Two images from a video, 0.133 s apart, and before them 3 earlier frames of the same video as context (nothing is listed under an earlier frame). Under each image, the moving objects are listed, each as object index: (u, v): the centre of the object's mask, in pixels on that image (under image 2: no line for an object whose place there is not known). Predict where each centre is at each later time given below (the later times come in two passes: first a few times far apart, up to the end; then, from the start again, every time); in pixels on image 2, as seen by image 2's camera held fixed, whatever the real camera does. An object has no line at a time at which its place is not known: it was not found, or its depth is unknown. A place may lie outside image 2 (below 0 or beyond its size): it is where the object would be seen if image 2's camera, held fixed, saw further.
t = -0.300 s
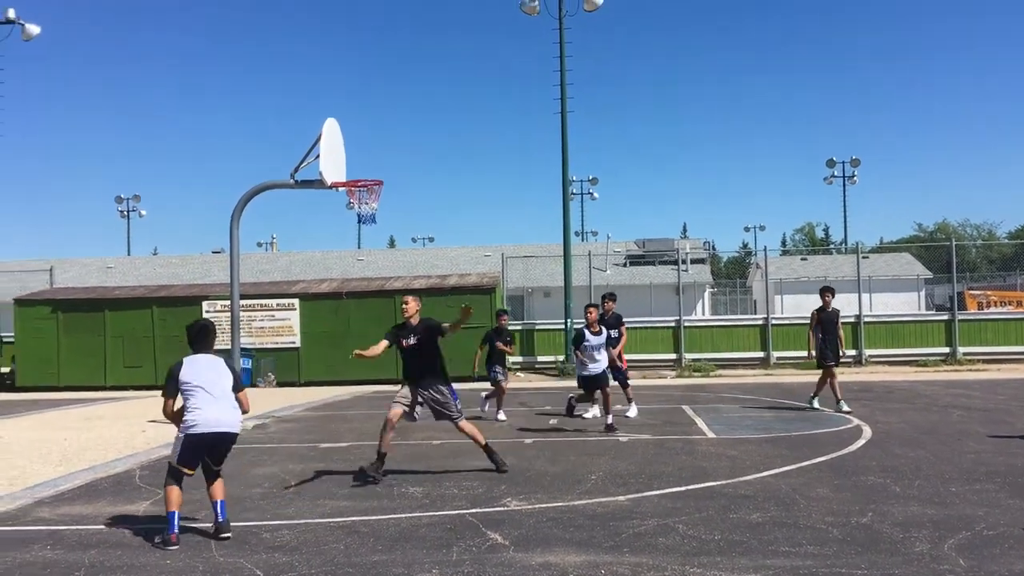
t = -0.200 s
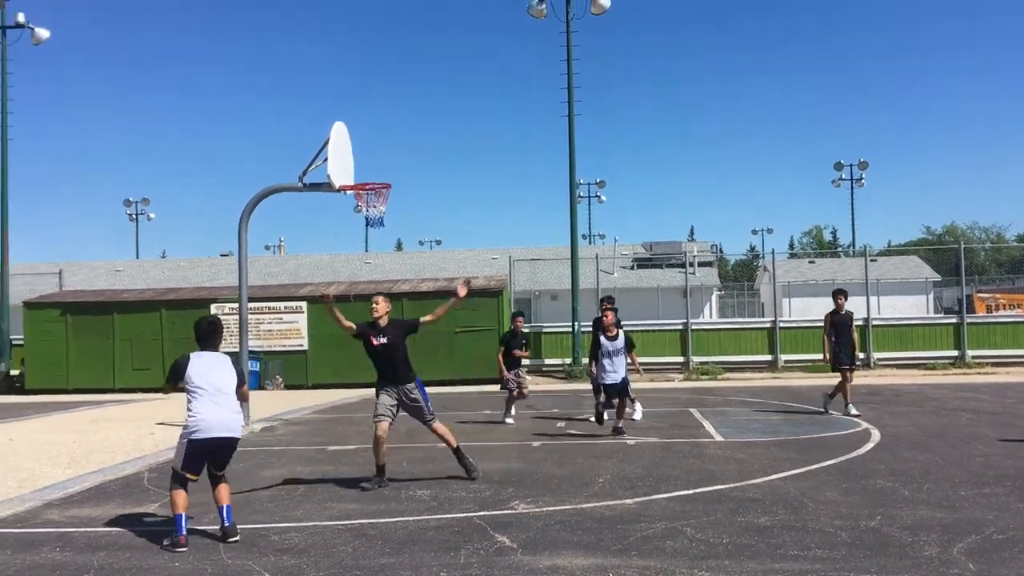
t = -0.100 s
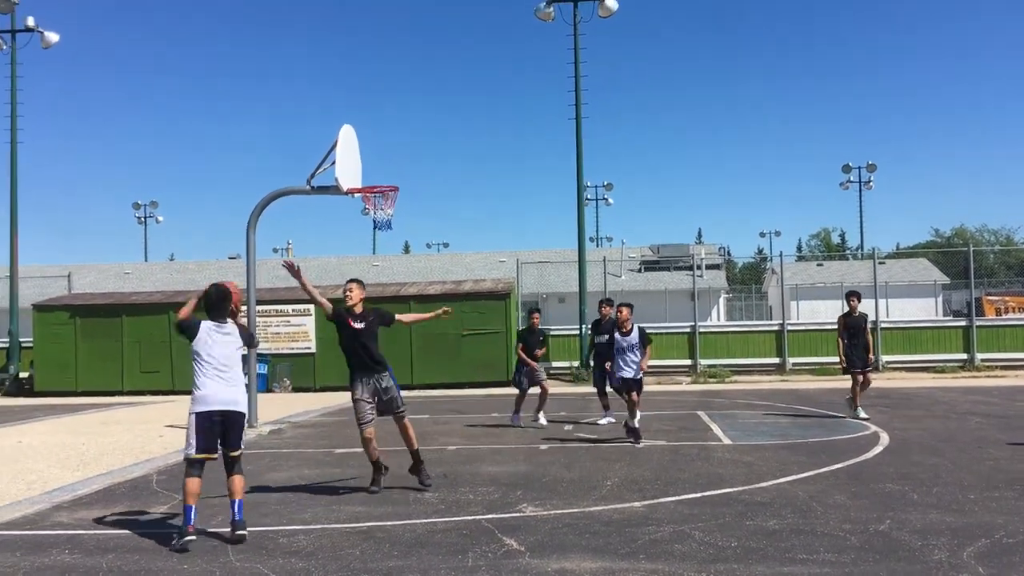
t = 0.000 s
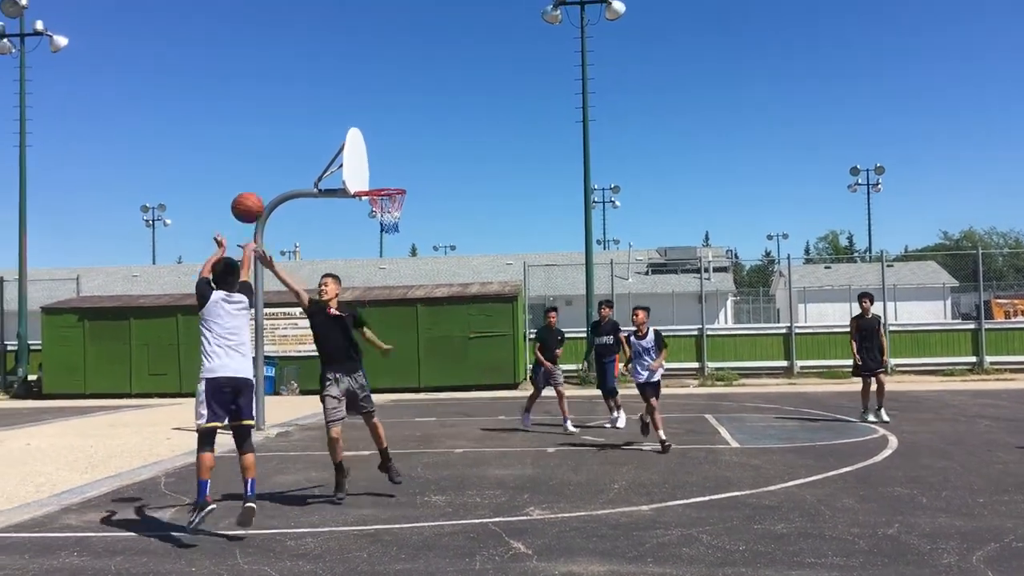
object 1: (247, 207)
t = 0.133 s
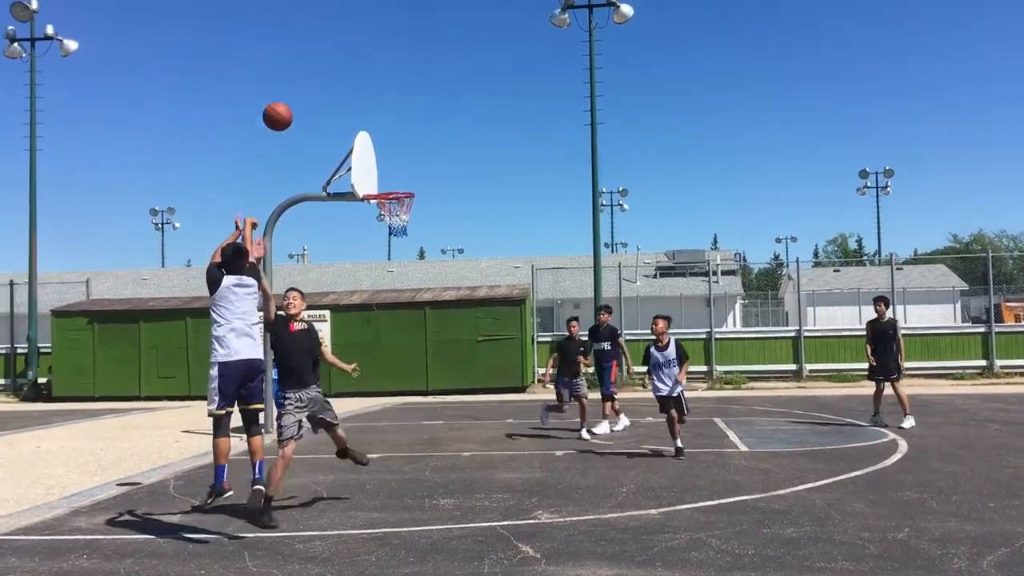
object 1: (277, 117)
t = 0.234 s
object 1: (291, 67)
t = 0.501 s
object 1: (323, 8)
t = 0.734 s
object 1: (346, 20)
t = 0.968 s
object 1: (367, 75)
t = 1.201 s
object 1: (385, 162)
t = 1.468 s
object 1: (398, 135)
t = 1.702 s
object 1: (410, 110)
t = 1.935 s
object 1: (421, 123)
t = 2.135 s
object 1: (430, 162)
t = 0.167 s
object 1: (282, 98)
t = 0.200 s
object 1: (287, 82)
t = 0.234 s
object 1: (291, 67)
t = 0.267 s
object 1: (296, 55)
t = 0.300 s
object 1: (300, 44)
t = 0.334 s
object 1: (304, 35)
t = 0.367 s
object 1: (308, 27)
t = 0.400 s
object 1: (312, 20)
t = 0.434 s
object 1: (315, 15)
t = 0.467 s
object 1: (319, 11)
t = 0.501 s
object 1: (323, 8)
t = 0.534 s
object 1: (326, 7)
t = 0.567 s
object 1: (330, 7)
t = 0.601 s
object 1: (333, 7)
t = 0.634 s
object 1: (336, 9)
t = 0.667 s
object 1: (339, 12)
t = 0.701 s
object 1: (343, 15)
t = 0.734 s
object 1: (346, 20)
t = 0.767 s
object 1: (349, 26)
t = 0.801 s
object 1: (352, 32)
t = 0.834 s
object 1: (355, 39)
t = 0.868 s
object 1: (358, 47)
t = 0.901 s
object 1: (361, 56)
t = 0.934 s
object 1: (364, 65)
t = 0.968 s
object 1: (367, 75)
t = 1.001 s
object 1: (369, 85)
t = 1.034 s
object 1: (372, 97)
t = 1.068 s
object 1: (375, 109)
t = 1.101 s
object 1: (377, 121)
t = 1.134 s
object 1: (380, 134)
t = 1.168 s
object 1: (383, 148)
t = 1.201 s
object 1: (385, 162)
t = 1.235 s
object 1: (387, 177)
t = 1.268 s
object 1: (389, 188)
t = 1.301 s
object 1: (391, 179)
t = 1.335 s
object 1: (392, 168)
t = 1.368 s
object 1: (394, 158)
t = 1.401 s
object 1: (395, 150)
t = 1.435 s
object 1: (397, 142)
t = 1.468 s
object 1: (398, 135)
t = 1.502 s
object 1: (400, 129)
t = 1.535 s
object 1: (401, 124)
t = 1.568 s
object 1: (403, 119)
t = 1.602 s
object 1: (405, 116)
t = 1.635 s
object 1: (406, 113)
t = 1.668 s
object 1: (408, 111)
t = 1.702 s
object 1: (410, 110)
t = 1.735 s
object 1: (411, 109)
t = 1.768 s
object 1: (413, 110)
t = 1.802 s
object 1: (414, 111)
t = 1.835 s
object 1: (416, 113)
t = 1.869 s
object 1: (418, 115)
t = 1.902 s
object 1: (419, 119)
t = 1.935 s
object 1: (421, 123)
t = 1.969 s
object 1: (422, 128)
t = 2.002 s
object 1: (424, 133)
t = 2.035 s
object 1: (425, 140)
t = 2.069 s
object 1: (427, 146)
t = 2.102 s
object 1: (428, 154)
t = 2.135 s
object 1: (430, 162)
